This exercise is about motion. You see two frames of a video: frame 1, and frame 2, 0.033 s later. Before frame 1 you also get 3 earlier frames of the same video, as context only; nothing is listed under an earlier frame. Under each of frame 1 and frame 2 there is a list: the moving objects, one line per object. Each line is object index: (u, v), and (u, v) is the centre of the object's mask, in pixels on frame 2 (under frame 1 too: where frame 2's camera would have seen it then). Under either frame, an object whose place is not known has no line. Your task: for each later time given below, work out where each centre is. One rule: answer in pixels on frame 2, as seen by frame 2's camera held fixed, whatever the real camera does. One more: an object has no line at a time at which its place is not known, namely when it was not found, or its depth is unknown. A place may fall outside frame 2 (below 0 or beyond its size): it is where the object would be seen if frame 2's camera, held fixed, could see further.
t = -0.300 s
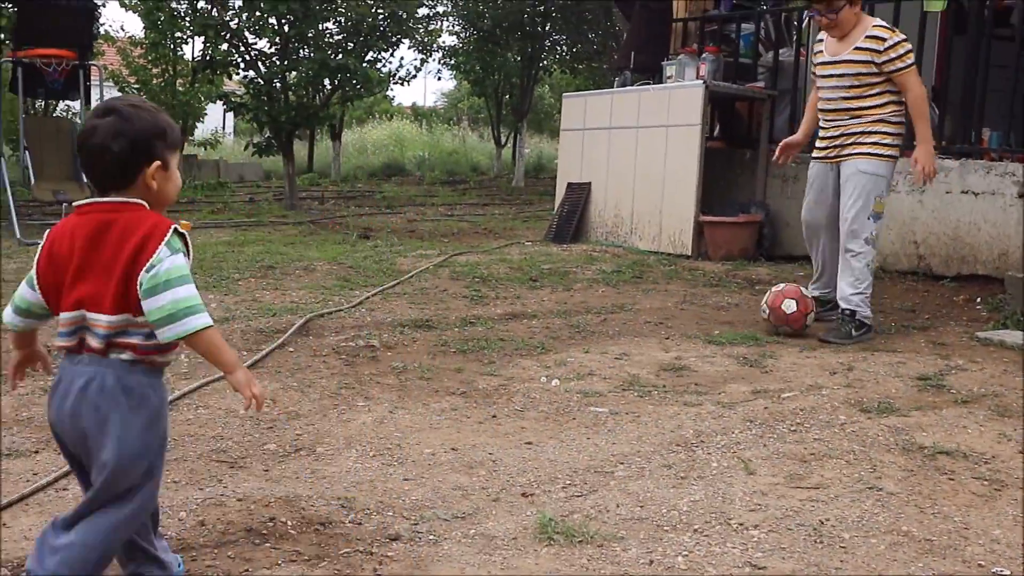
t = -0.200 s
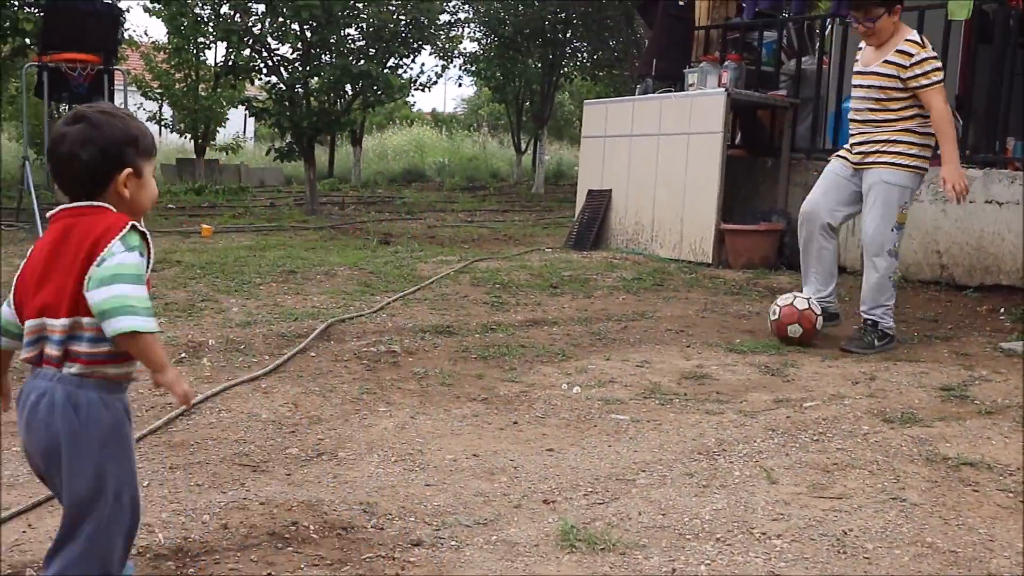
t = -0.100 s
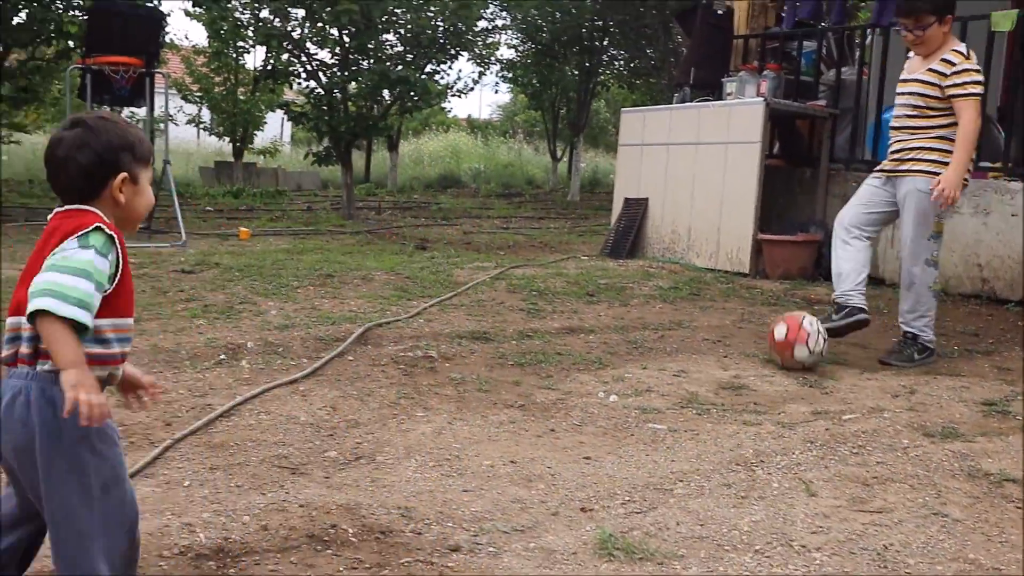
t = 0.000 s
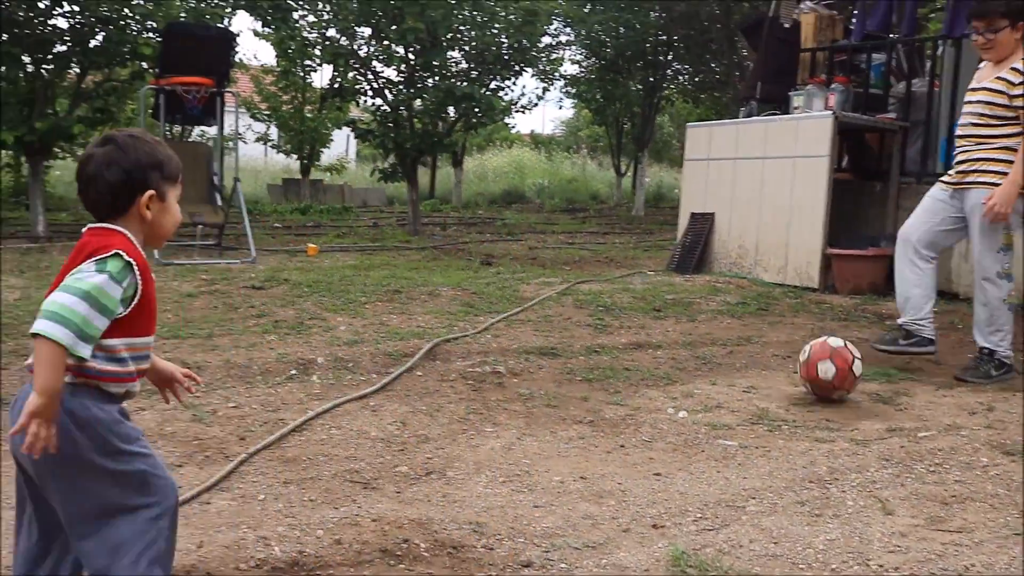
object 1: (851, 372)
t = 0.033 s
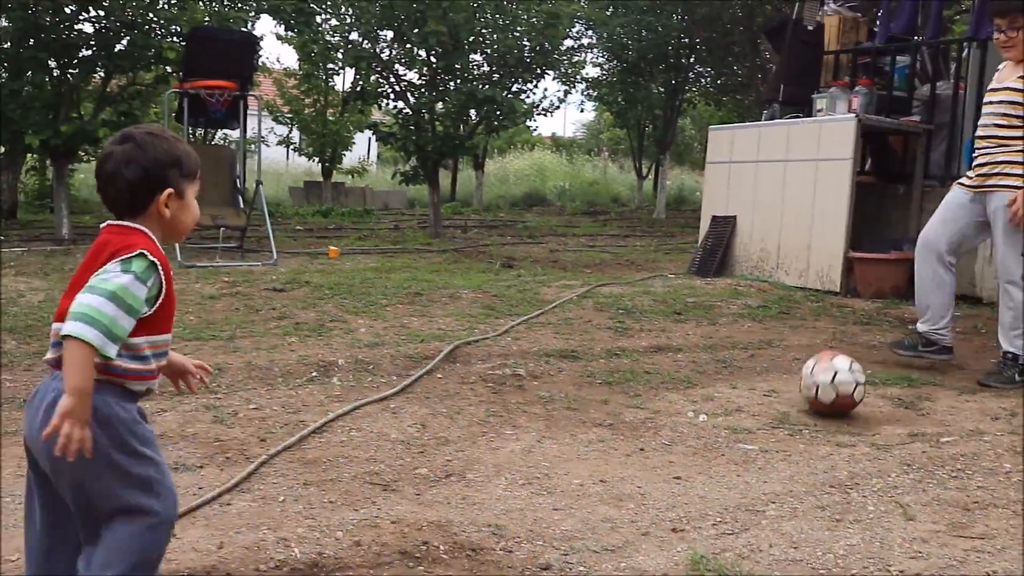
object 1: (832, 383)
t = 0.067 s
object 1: (823, 388)
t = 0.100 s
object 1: (803, 395)
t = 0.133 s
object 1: (784, 405)
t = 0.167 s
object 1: (774, 410)
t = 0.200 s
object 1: (754, 413)
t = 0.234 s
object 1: (728, 428)
